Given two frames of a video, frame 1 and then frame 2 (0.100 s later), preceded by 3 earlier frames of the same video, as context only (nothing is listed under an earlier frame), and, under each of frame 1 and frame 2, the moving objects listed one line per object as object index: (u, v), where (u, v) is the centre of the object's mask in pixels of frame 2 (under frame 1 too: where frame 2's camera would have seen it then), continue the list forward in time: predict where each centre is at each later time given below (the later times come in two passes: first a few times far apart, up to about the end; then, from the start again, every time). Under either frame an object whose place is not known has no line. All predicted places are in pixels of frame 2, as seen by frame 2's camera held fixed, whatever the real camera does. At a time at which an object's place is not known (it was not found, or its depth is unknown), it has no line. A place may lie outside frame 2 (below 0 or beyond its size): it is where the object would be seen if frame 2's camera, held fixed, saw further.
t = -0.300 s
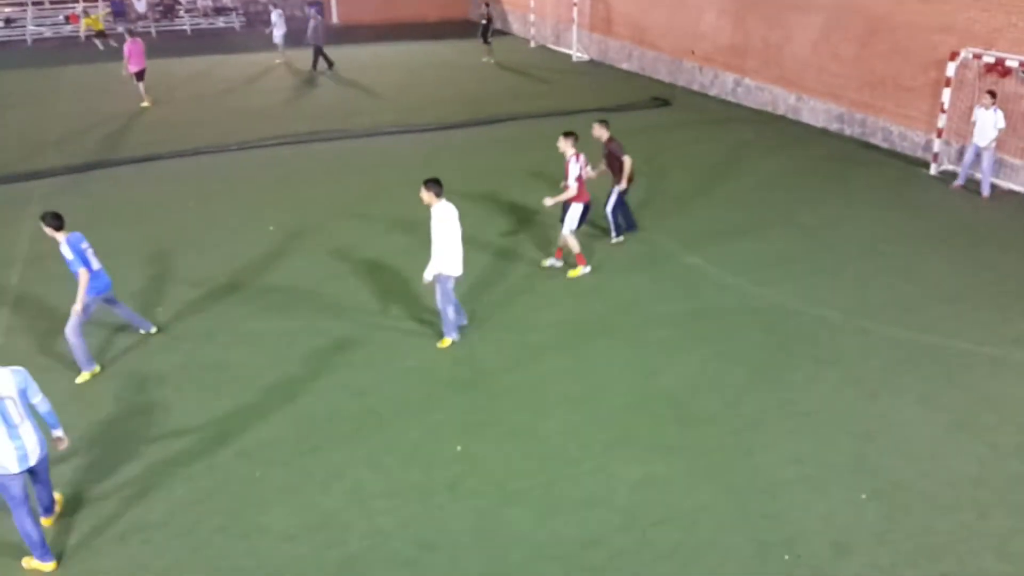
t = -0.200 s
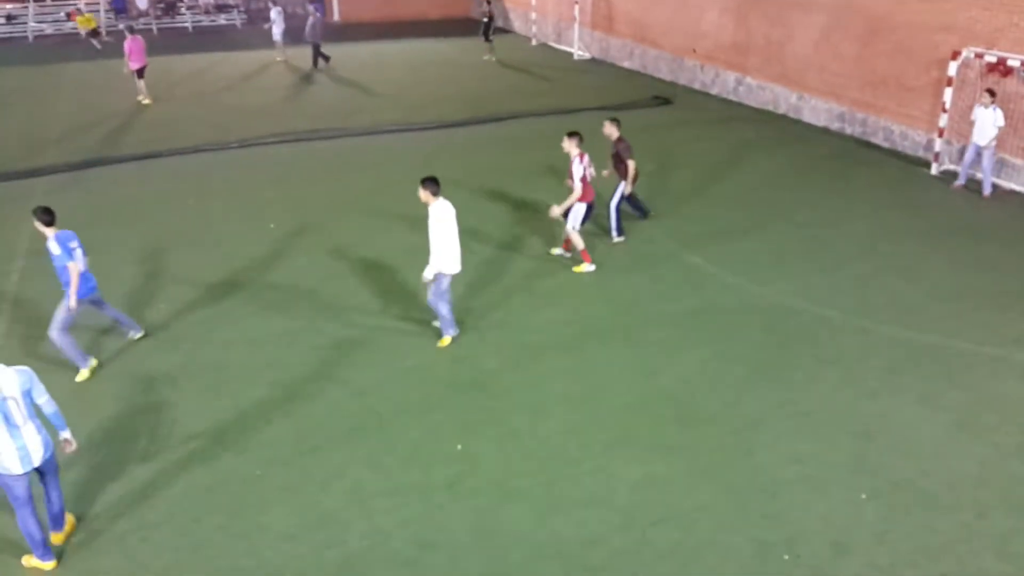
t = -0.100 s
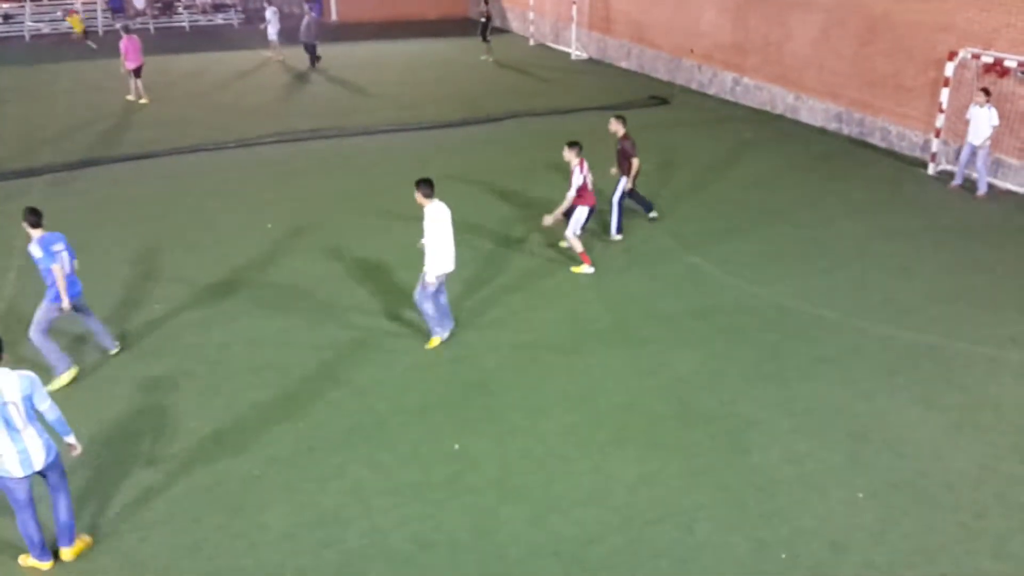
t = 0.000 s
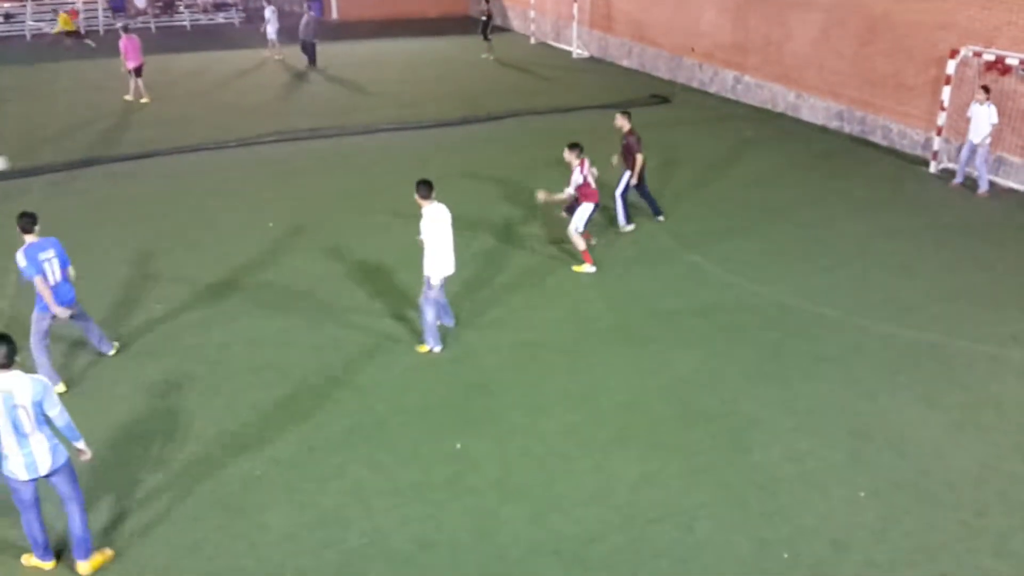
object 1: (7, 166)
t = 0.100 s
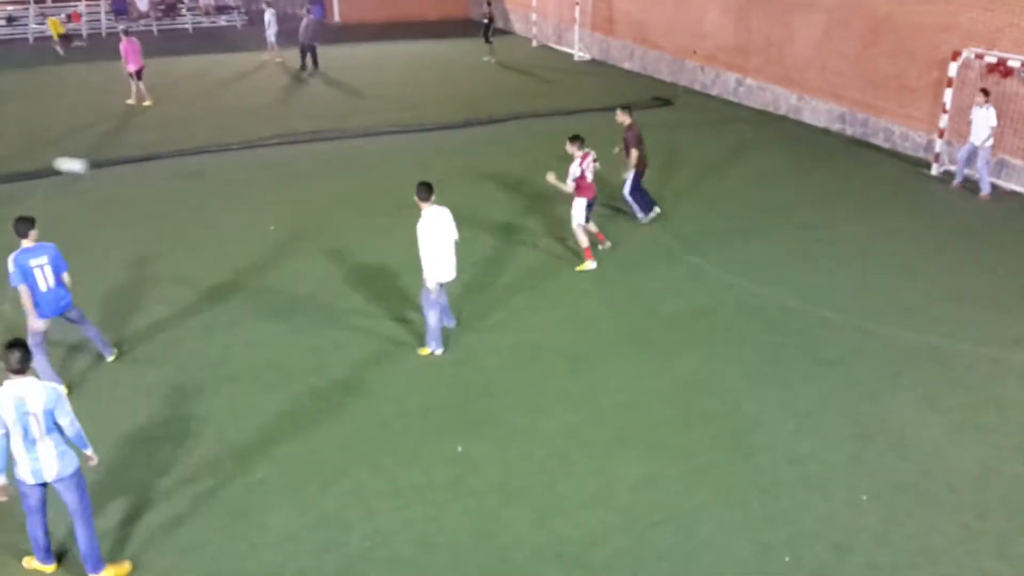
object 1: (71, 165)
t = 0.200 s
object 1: (147, 171)
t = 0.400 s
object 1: (290, 198)
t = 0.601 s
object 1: (369, 183)
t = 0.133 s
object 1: (97, 167)
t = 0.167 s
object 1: (122, 168)
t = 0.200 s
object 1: (147, 171)
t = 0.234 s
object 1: (171, 174)
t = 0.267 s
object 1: (195, 177)
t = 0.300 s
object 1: (220, 181)
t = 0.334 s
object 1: (243, 187)
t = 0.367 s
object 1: (267, 192)
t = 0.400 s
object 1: (290, 198)
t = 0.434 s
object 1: (311, 204)
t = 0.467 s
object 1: (326, 202)
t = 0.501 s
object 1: (337, 196)
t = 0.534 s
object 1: (348, 191)
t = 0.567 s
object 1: (358, 187)
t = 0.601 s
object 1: (369, 183)
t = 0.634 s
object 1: (379, 180)
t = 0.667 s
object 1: (389, 178)
